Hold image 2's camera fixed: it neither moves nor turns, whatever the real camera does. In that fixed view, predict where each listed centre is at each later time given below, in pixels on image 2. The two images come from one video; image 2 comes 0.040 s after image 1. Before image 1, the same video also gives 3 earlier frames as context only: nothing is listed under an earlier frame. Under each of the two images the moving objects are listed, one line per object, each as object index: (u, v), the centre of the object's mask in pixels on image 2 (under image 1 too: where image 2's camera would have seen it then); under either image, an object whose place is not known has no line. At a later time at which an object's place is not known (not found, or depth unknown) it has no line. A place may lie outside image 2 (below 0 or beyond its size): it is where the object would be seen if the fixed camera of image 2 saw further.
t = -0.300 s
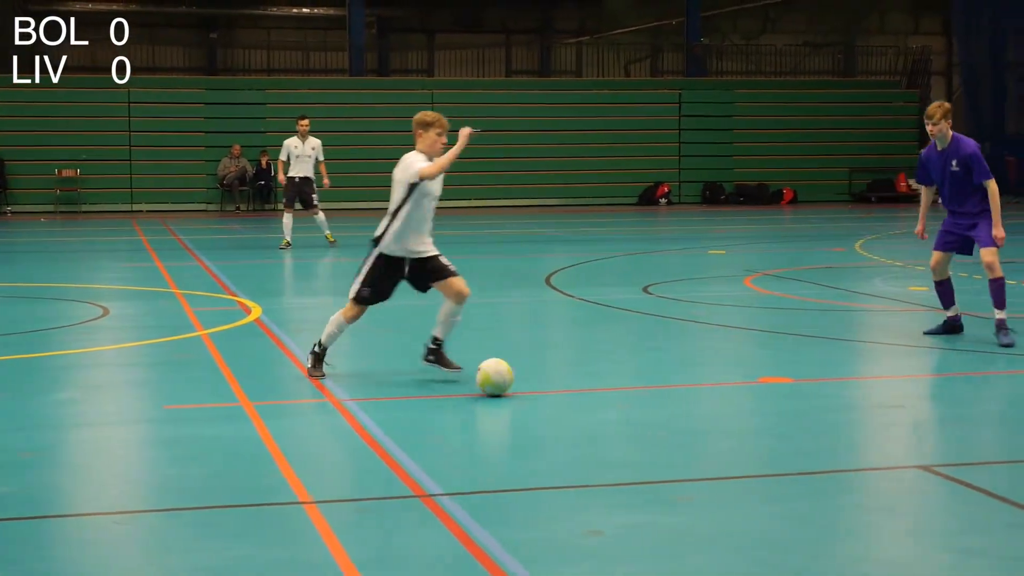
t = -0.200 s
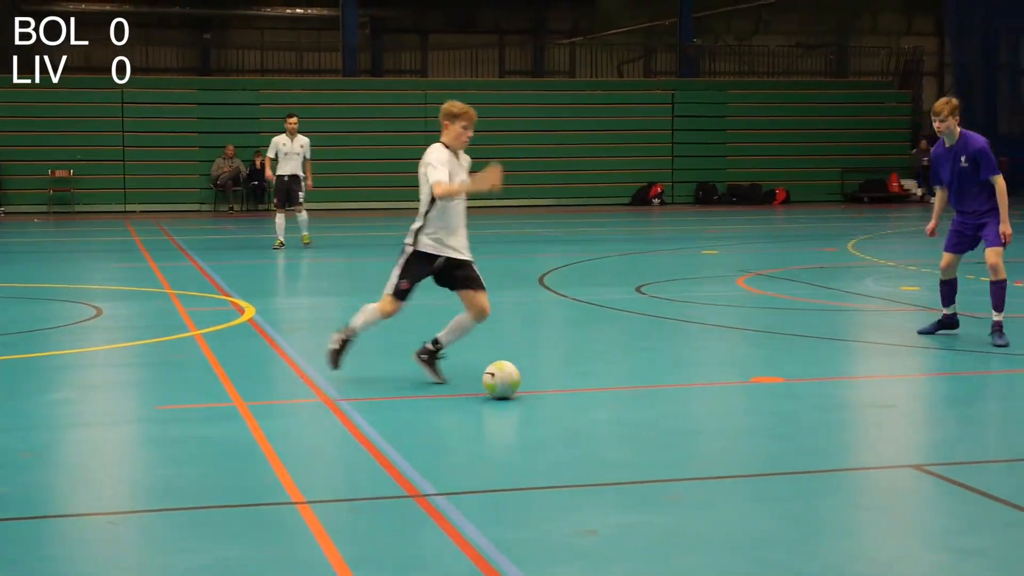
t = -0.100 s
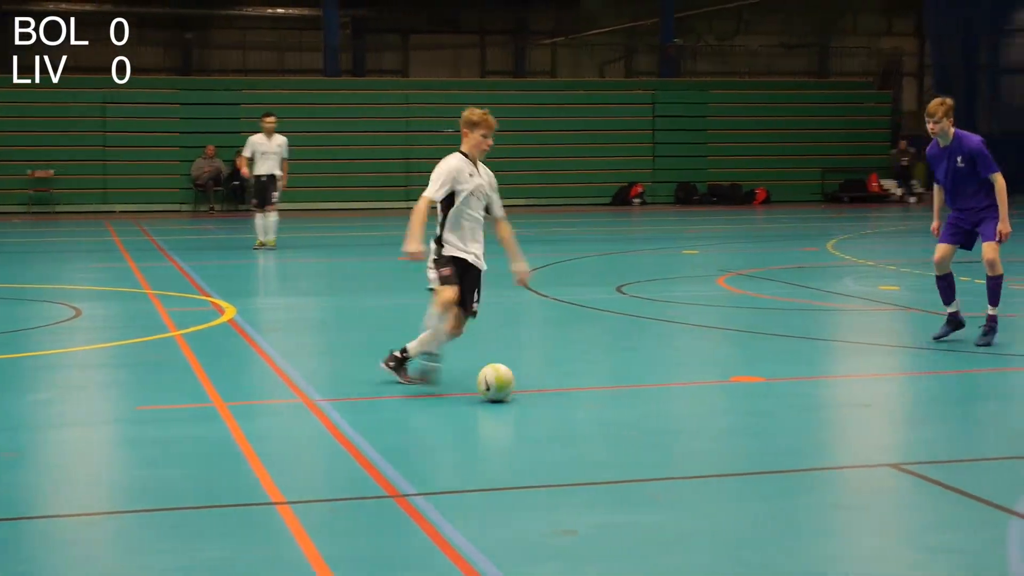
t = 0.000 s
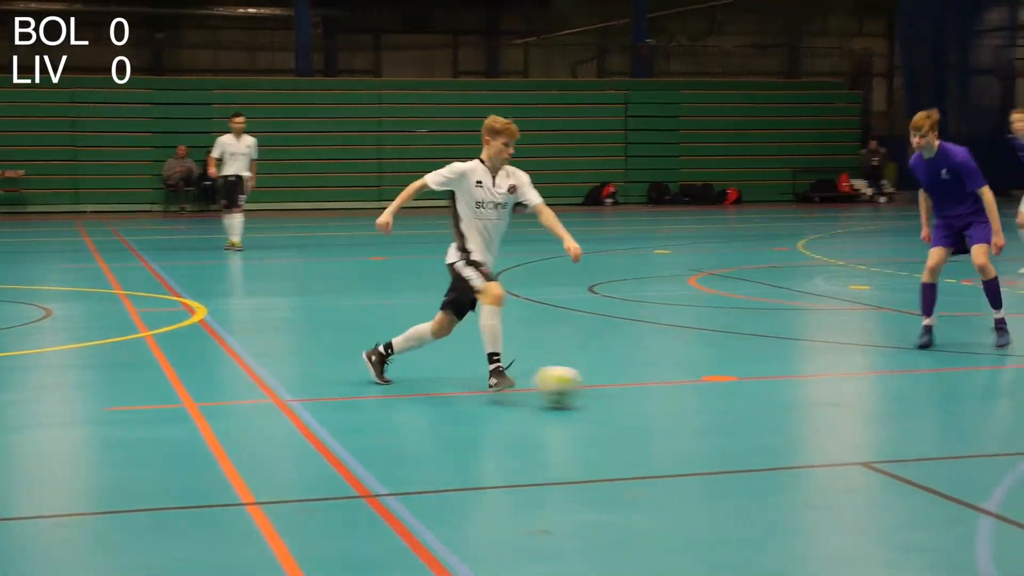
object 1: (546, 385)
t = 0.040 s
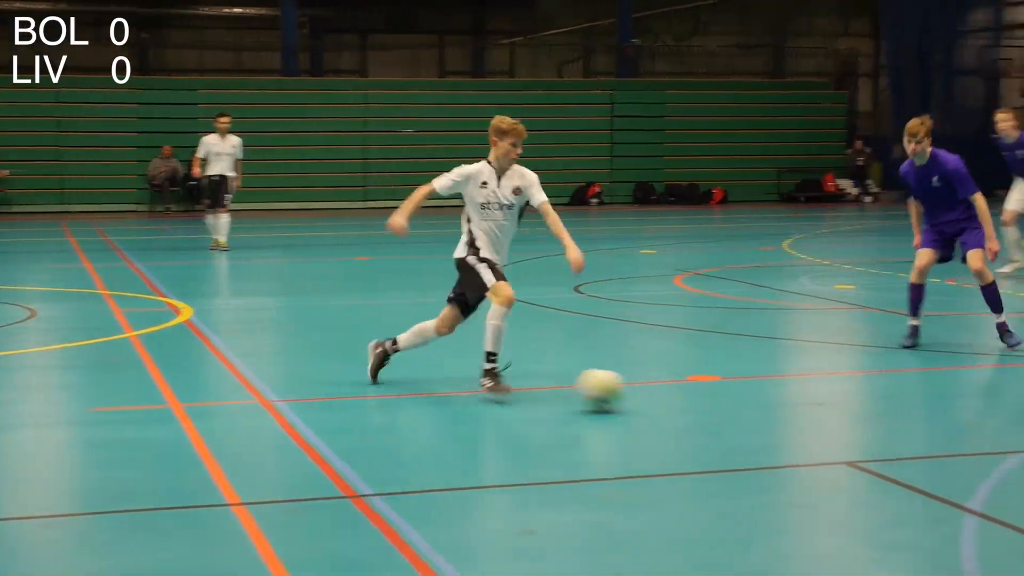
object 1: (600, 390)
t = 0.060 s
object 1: (628, 393)
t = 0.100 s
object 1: (682, 394)
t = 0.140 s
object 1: (734, 396)
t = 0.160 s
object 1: (760, 397)
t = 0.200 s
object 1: (815, 404)
